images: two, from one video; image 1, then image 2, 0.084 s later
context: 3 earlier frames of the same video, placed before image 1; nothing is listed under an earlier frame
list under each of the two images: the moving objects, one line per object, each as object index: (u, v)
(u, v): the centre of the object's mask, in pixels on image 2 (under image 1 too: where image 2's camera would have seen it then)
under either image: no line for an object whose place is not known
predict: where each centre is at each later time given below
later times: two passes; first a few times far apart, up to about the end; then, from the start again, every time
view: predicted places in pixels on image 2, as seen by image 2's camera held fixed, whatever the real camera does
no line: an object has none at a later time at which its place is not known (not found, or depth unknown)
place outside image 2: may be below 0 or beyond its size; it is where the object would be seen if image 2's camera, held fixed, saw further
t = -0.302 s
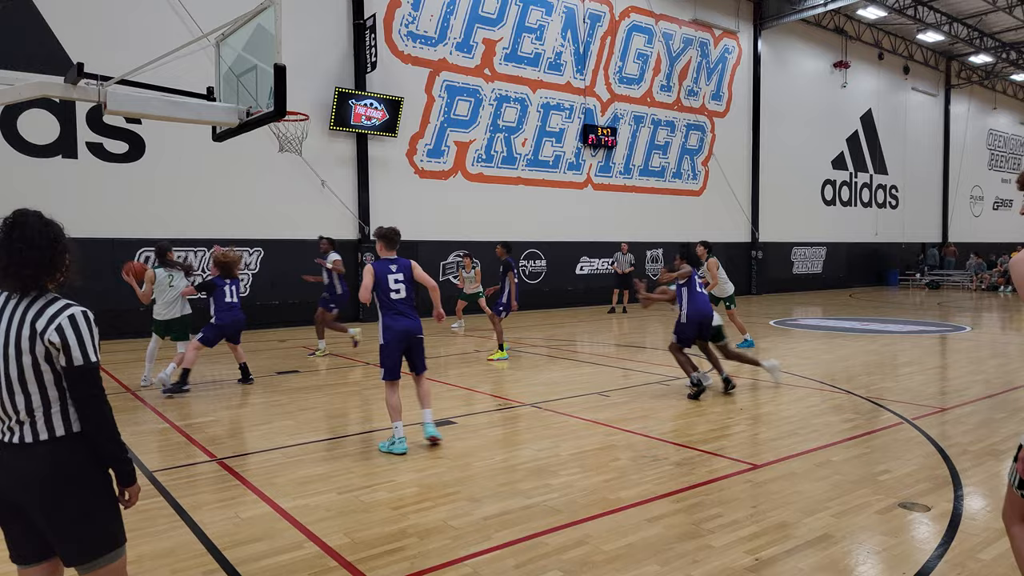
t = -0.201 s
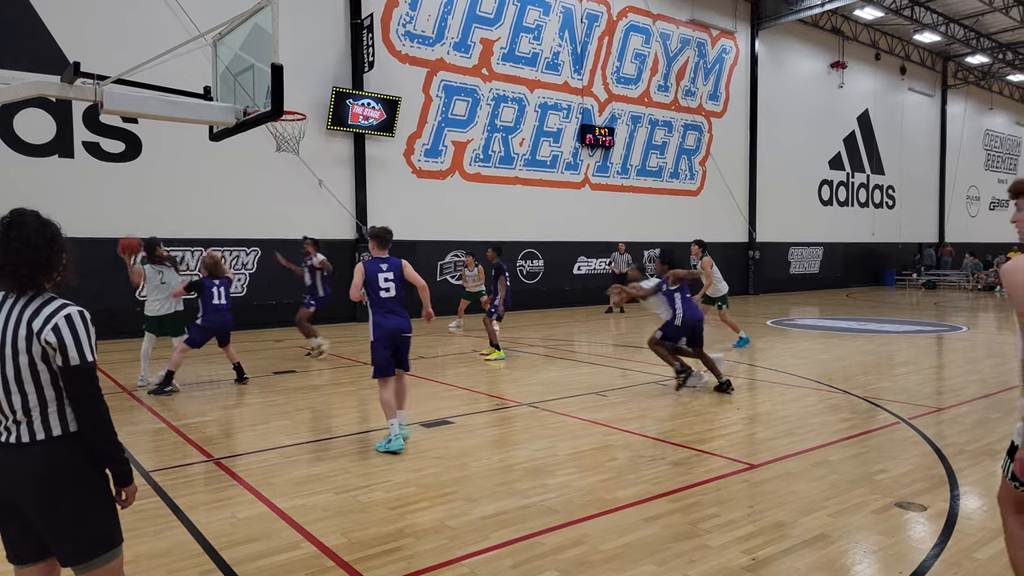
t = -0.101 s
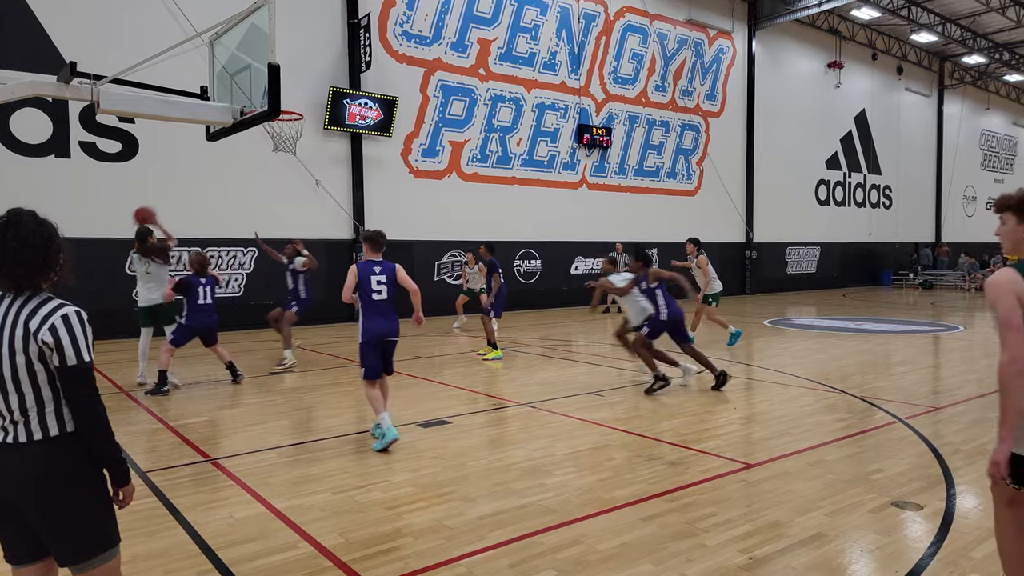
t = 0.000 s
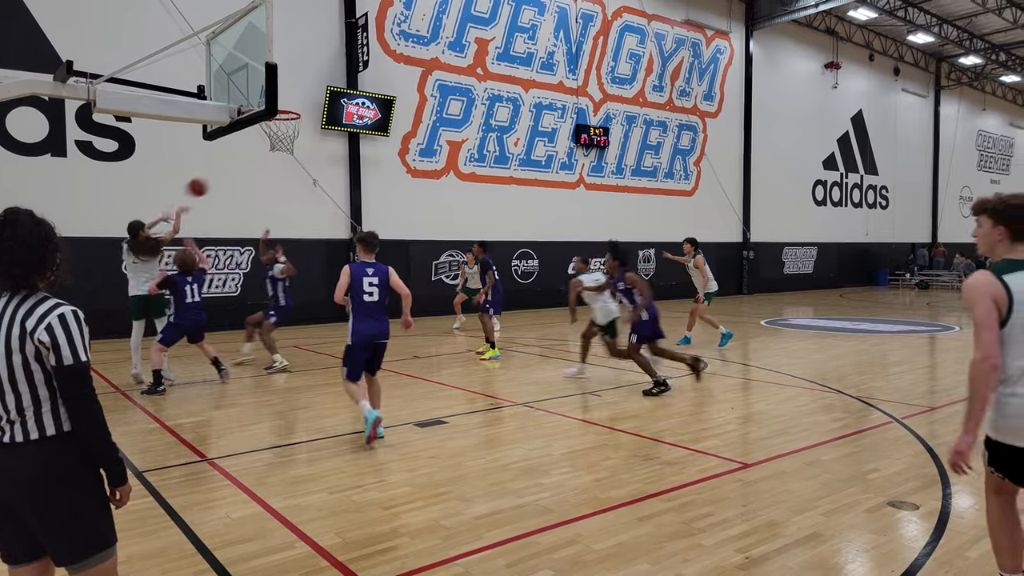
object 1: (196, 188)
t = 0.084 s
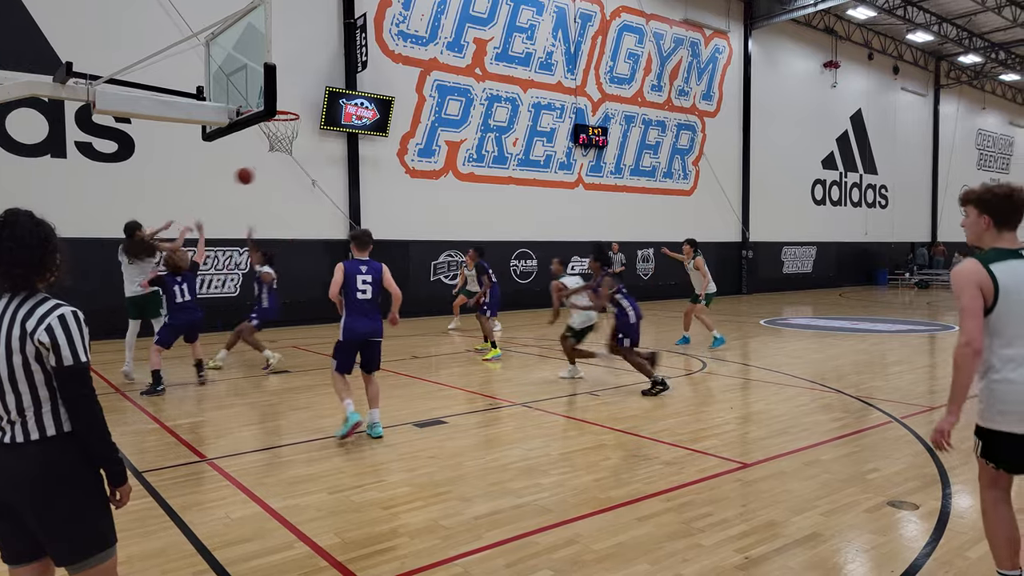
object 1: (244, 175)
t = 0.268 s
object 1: (329, 170)
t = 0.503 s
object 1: (413, 191)
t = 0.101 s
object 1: (253, 174)
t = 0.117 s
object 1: (262, 173)
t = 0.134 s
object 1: (270, 172)
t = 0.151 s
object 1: (277, 171)
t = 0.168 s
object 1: (285, 170)
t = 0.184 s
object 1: (292, 170)
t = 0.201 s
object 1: (300, 169)
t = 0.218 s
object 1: (308, 169)
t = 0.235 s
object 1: (315, 169)
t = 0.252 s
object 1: (322, 170)
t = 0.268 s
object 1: (329, 170)
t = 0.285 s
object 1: (336, 171)
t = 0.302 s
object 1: (344, 172)
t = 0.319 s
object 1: (350, 172)
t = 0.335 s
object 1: (355, 174)
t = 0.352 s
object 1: (361, 174)
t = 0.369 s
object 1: (368, 176)
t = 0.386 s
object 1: (374, 178)
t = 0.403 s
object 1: (379, 179)
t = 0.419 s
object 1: (385, 181)
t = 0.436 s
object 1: (391, 183)
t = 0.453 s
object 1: (397, 185)
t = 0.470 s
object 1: (402, 187)
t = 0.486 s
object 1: (408, 189)
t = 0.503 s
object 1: (413, 191)
